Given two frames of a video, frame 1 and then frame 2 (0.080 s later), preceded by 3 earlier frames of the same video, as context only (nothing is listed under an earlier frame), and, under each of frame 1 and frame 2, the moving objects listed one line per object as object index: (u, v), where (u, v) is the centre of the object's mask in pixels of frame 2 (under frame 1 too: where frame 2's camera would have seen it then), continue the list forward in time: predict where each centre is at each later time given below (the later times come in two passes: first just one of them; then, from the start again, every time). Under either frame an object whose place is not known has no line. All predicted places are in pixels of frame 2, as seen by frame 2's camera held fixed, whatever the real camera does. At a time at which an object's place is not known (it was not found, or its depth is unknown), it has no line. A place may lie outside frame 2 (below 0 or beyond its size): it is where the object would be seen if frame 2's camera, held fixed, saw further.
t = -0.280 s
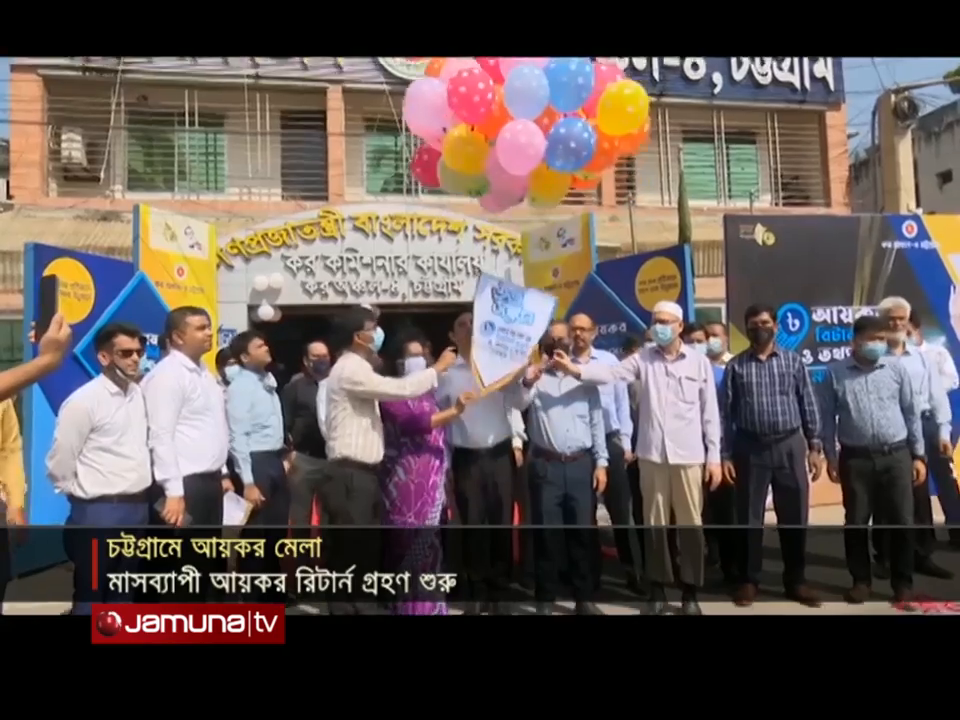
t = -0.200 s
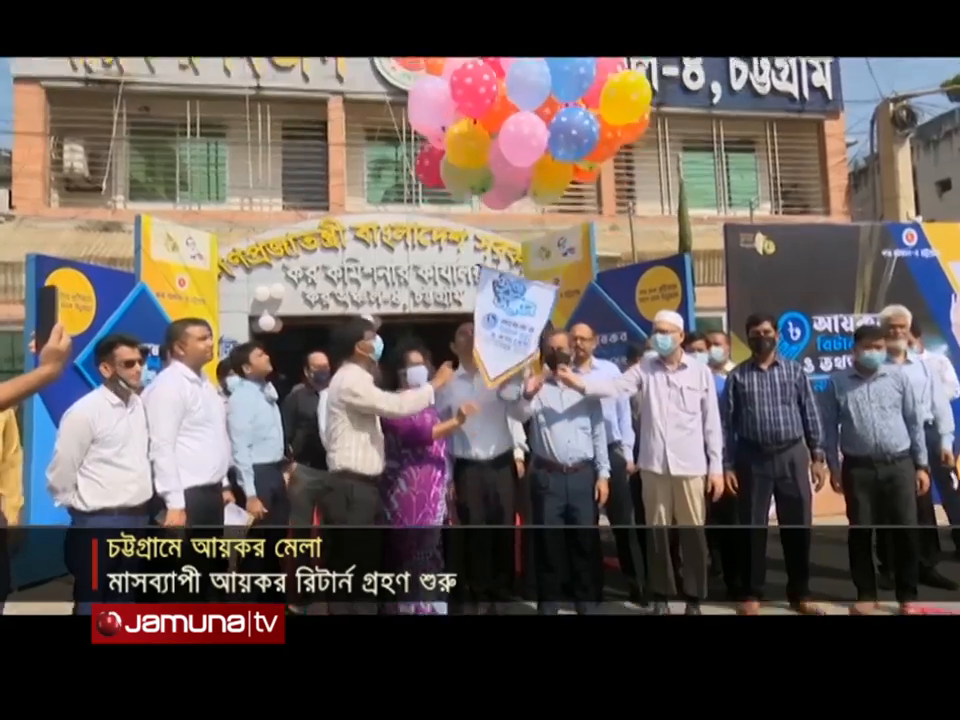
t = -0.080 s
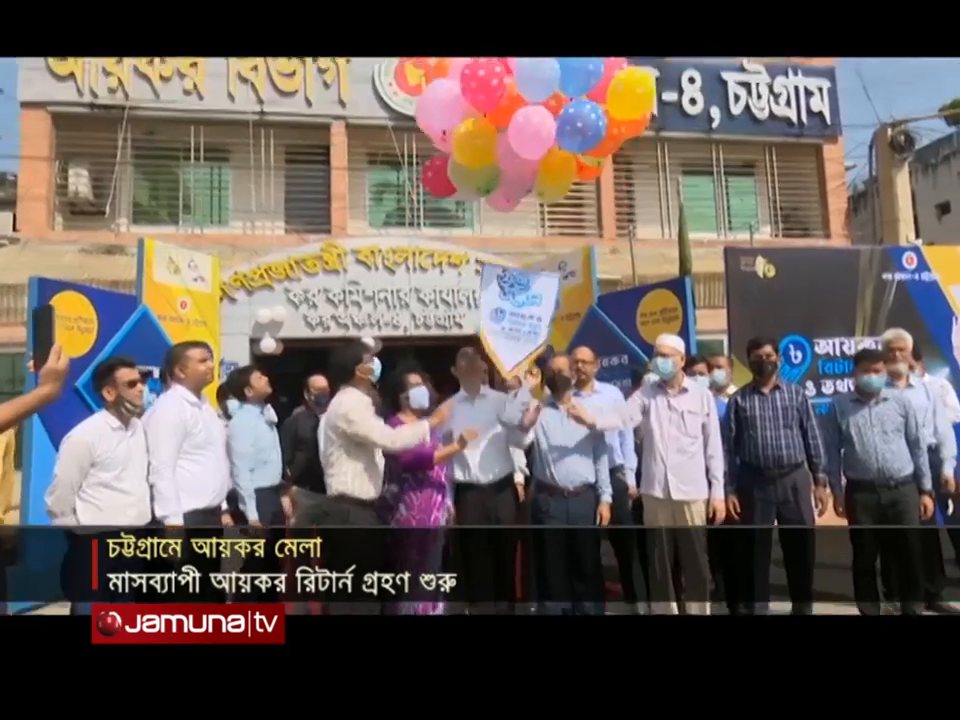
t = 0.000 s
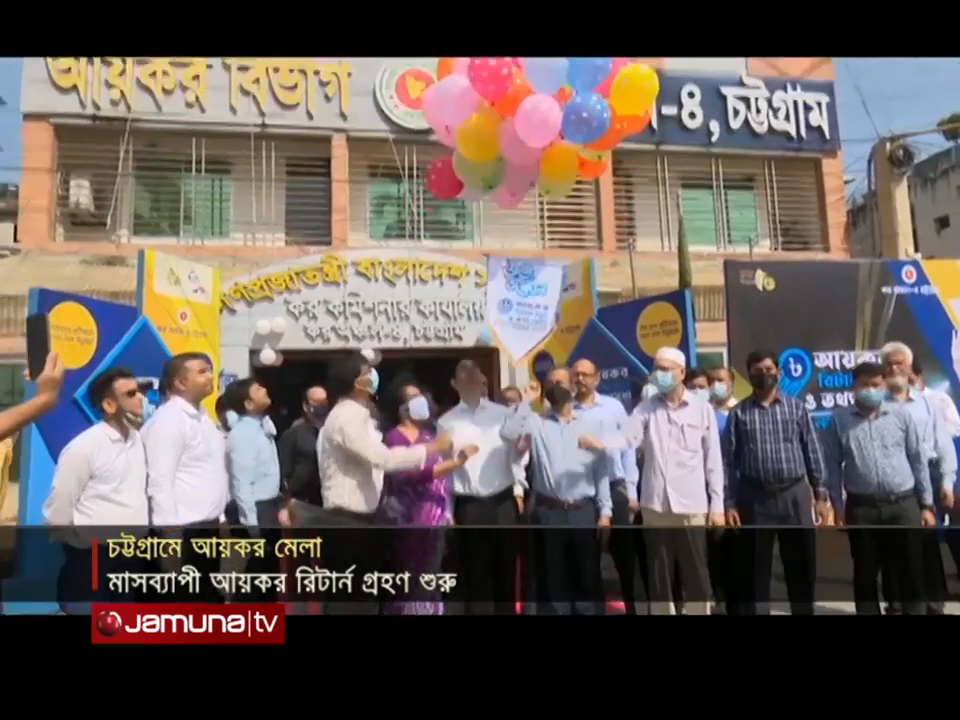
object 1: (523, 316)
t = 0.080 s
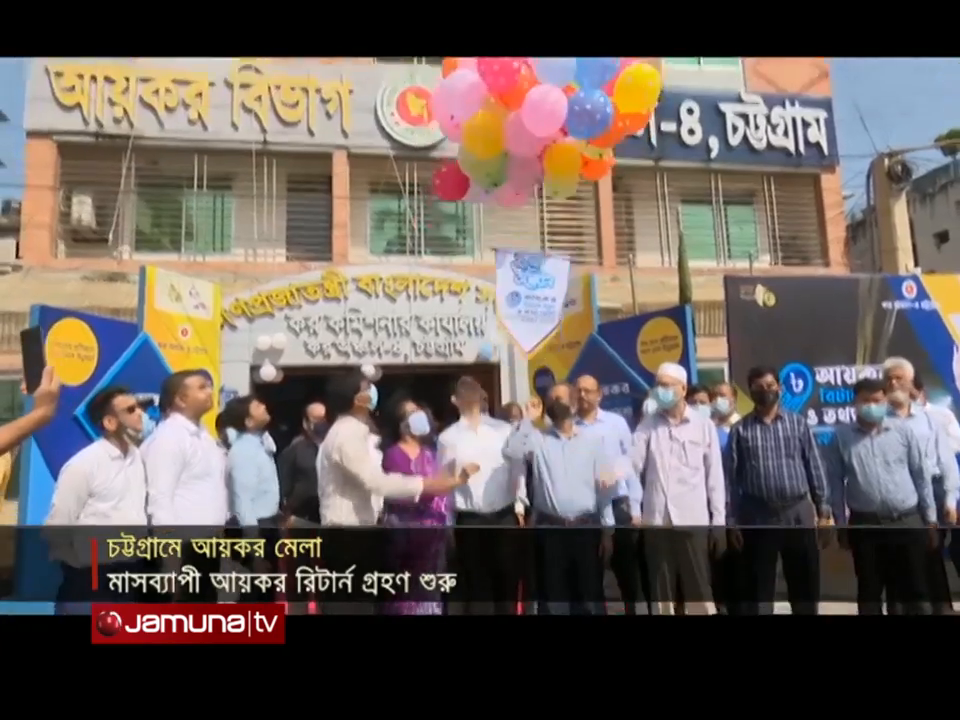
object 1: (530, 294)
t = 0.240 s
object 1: (548, 246)
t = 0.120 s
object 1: (534, 282)
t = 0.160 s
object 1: (539, 270)
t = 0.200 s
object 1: (544, 258)
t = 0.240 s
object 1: (548, 246)
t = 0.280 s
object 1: (552, 234)
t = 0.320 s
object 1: (555, 221)
